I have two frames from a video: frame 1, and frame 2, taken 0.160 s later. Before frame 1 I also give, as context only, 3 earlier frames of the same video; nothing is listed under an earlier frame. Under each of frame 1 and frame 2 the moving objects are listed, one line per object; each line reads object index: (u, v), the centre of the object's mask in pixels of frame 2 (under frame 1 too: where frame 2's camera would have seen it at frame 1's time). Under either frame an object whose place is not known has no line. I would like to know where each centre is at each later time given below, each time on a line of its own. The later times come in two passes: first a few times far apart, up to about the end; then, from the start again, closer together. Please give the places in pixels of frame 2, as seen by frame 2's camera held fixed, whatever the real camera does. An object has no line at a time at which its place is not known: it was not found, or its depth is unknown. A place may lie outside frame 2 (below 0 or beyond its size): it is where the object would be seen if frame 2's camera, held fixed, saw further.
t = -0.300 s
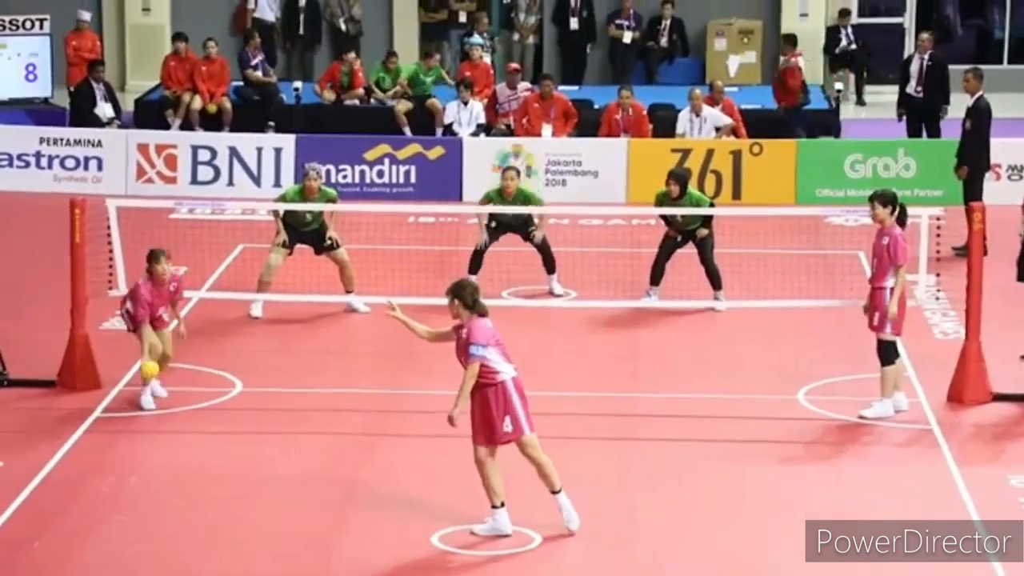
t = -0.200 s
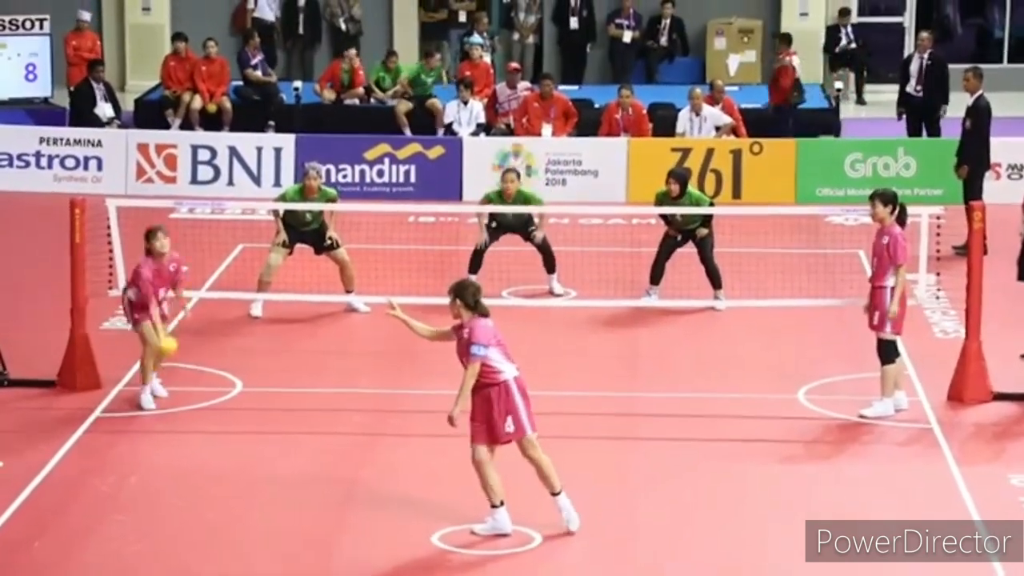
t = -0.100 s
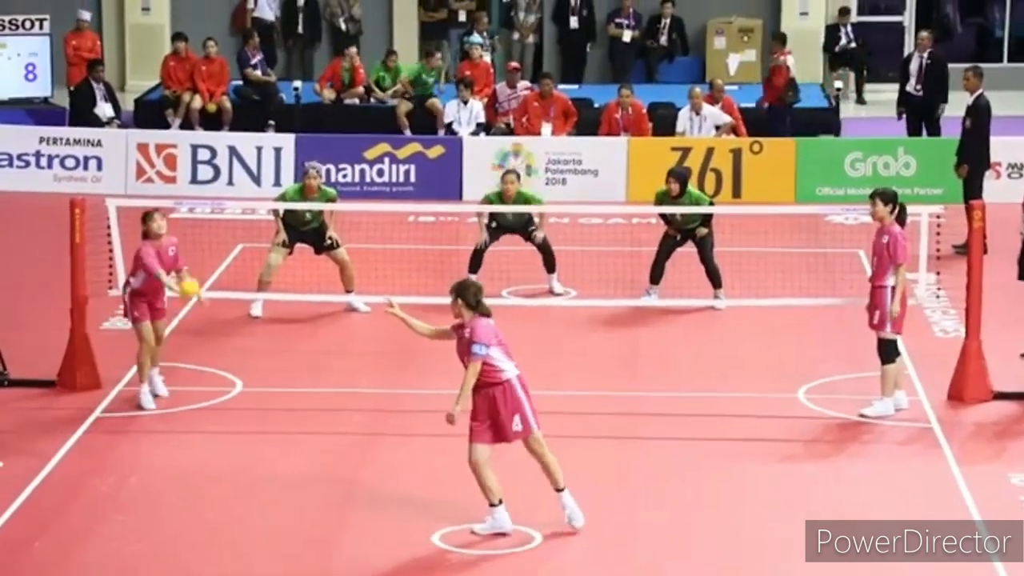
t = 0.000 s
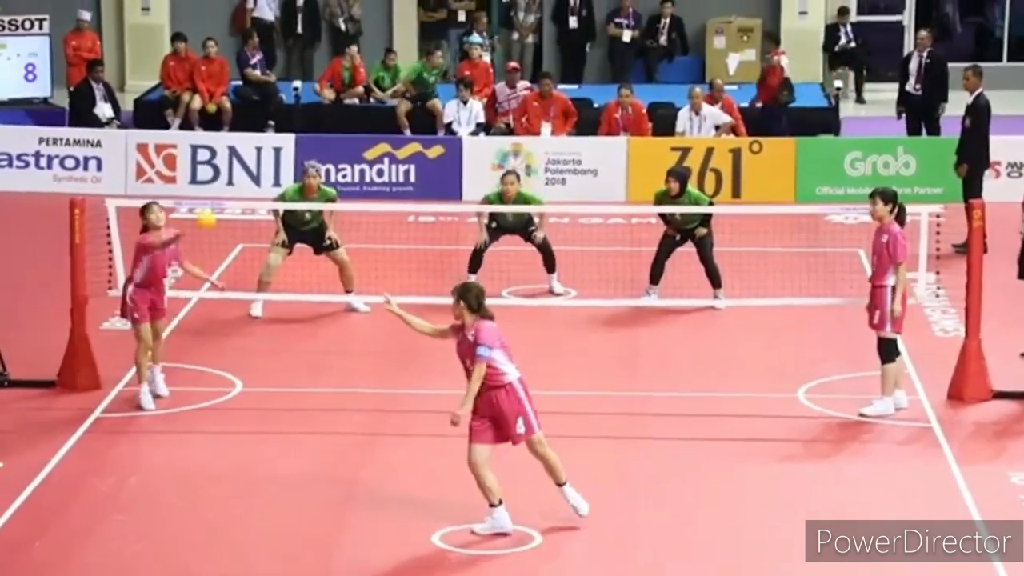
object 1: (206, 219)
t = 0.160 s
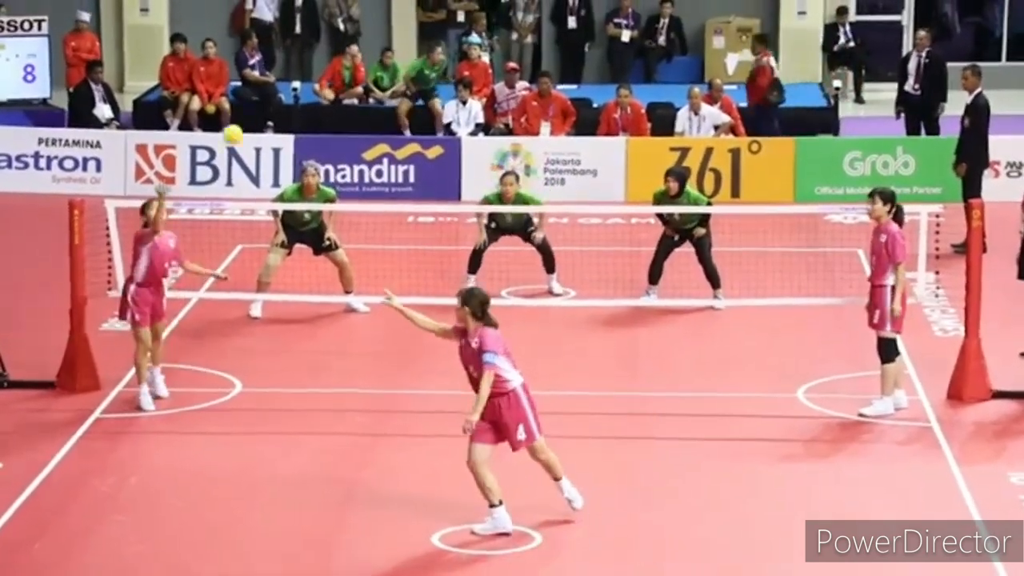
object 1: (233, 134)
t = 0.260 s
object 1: (250, 99)
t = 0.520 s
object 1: (300, 70)
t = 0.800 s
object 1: (359, 153)
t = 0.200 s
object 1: (239, 119)
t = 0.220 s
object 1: (243, 112)
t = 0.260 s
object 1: (250, 99)
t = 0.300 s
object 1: (258, 88)
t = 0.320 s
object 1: (262, 83)
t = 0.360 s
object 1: (269, 76)
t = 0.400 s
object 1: (278, 71)
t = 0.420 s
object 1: (281, 69)
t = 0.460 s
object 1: (288, 68)
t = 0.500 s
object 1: (296, 69)
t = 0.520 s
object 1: (300, 70)
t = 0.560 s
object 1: (309, 74)
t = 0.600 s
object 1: (317, 81)
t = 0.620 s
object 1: (321, 86)
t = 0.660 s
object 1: (330, 96)
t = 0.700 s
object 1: (338, 110)
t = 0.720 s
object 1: (343, 117)
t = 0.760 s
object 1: (351, 134)
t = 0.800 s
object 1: (359, 153)
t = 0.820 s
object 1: (364, 164)
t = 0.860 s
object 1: (373, 188)
